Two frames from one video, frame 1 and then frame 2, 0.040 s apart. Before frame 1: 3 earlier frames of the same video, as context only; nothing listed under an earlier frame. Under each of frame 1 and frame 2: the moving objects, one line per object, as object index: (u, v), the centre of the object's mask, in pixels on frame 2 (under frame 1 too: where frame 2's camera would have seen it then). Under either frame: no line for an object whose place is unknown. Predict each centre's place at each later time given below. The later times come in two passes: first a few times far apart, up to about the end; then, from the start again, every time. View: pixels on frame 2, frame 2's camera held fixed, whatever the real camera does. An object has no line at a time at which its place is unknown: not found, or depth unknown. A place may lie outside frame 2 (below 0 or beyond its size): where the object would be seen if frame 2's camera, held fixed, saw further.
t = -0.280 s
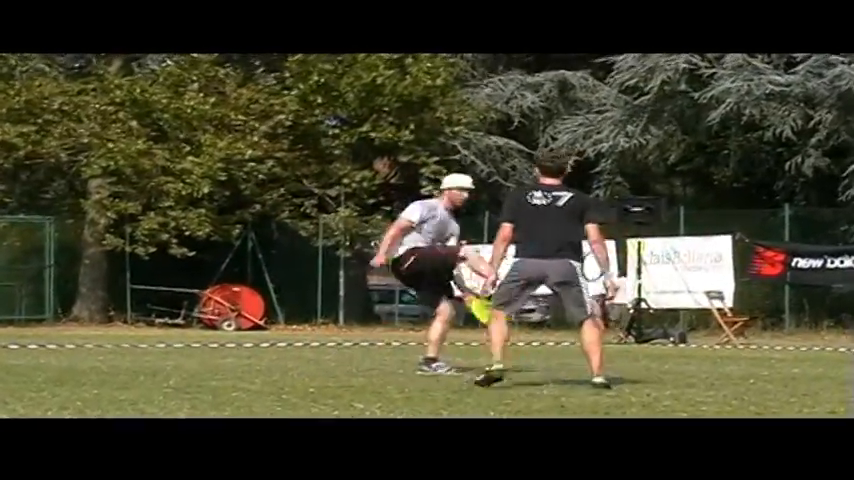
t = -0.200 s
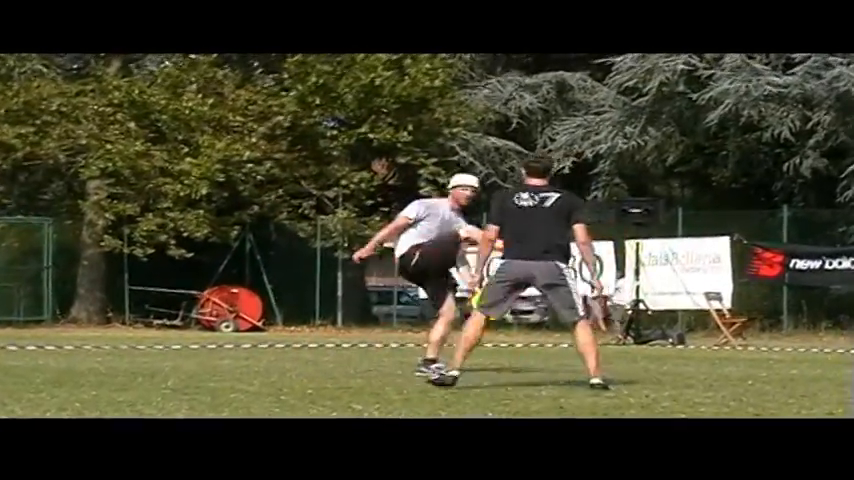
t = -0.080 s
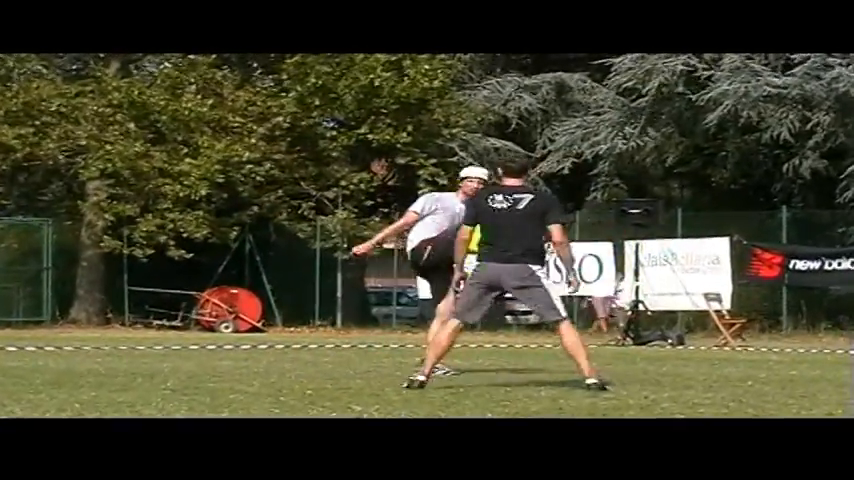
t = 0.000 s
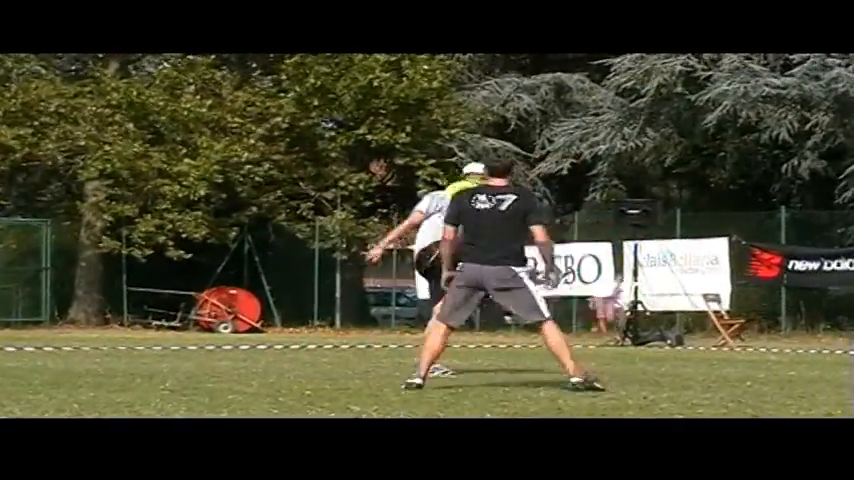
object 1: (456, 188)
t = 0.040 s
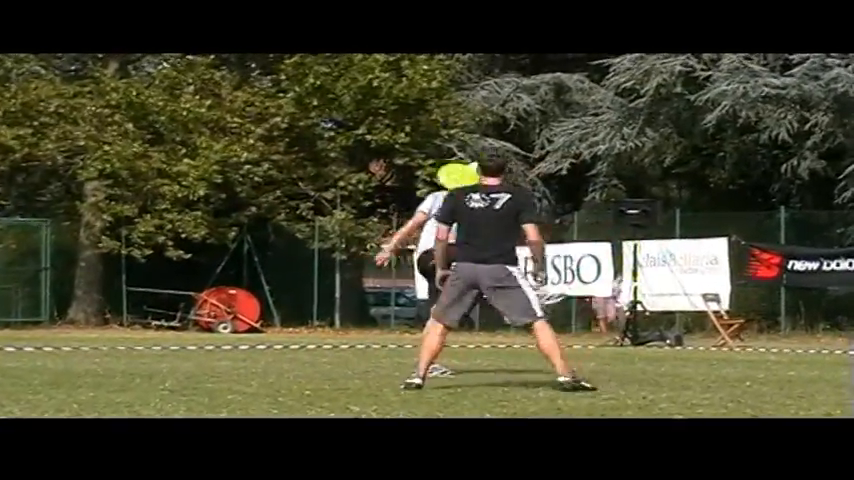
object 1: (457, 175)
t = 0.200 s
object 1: (431, 125)
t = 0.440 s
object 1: (388, 107)
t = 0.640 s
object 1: (352, 145)
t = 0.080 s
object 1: (450, 162)
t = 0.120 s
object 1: (444, 147)
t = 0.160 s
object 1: (438, 135)
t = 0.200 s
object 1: (431, 125)
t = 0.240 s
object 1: (424, 117)
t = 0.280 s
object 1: (417, 111)
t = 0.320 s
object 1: (410, 107)
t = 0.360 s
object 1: (403, 105)
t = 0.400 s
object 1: (396, 105)
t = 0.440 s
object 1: (388, 107)
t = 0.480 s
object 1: (381, 110)
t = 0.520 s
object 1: (374, 116)
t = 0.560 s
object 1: (367, 124)
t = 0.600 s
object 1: (360, 134)
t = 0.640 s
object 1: (352, 145)
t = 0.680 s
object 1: (345, 159)
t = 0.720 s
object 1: (338, 174)
